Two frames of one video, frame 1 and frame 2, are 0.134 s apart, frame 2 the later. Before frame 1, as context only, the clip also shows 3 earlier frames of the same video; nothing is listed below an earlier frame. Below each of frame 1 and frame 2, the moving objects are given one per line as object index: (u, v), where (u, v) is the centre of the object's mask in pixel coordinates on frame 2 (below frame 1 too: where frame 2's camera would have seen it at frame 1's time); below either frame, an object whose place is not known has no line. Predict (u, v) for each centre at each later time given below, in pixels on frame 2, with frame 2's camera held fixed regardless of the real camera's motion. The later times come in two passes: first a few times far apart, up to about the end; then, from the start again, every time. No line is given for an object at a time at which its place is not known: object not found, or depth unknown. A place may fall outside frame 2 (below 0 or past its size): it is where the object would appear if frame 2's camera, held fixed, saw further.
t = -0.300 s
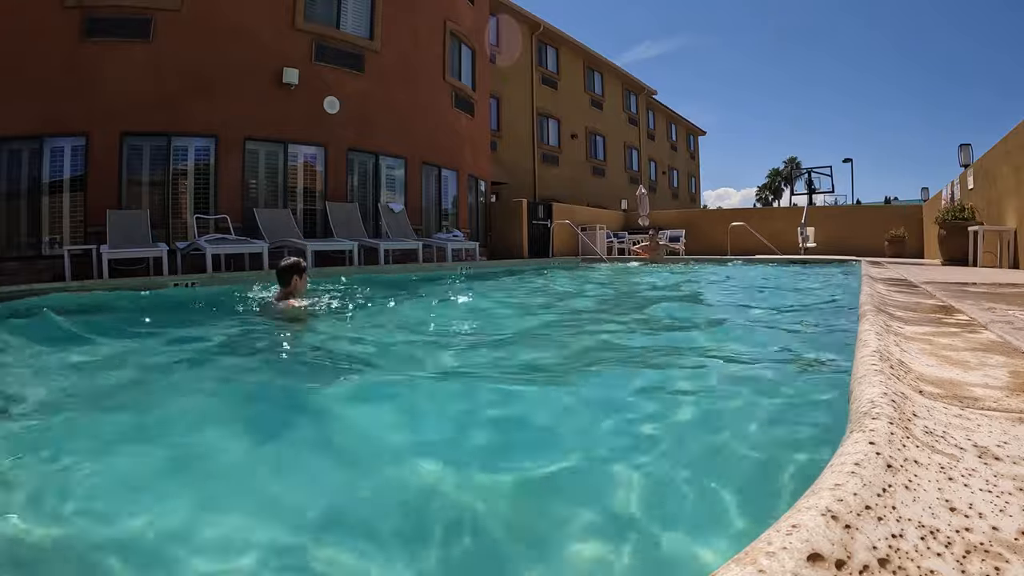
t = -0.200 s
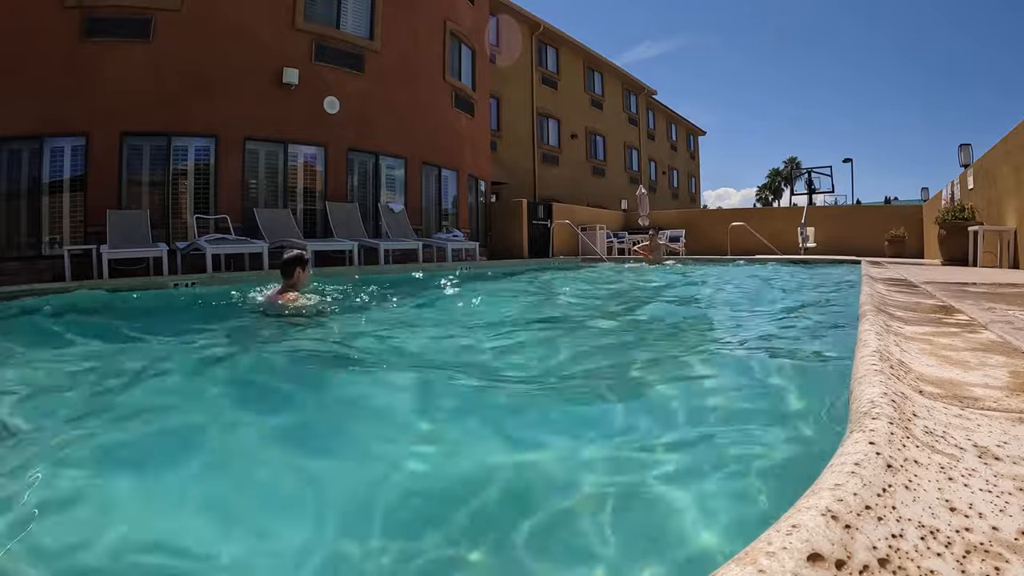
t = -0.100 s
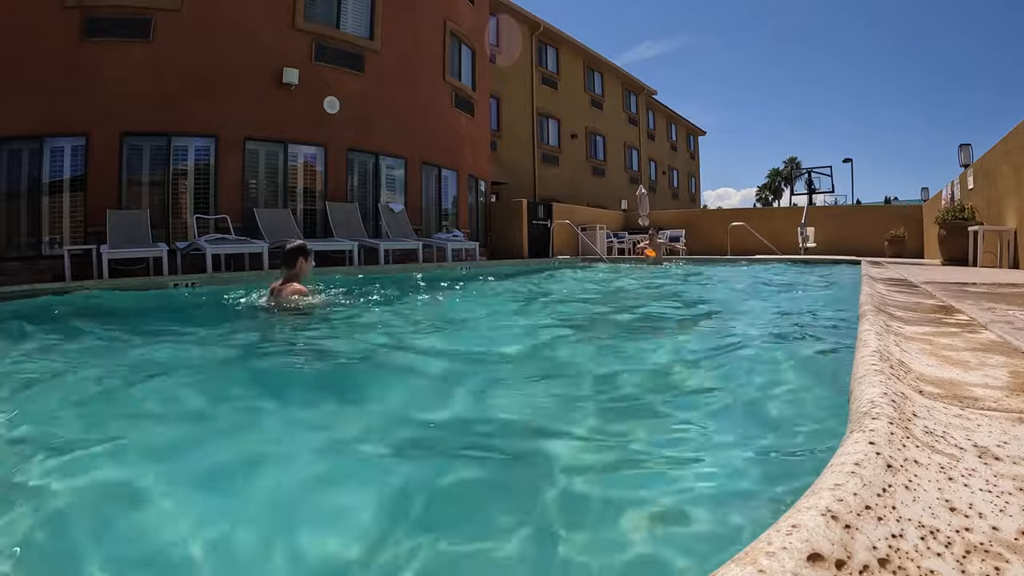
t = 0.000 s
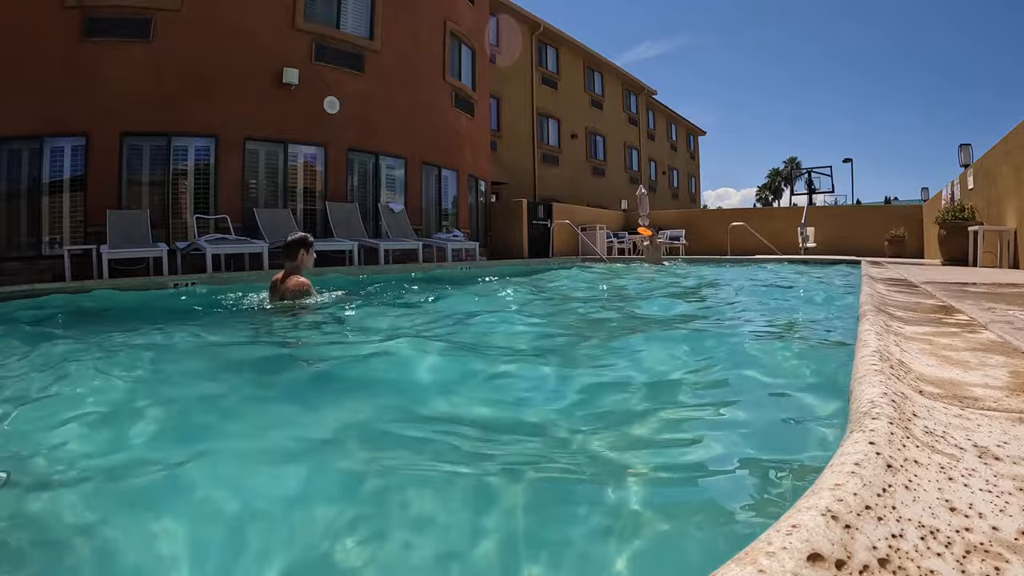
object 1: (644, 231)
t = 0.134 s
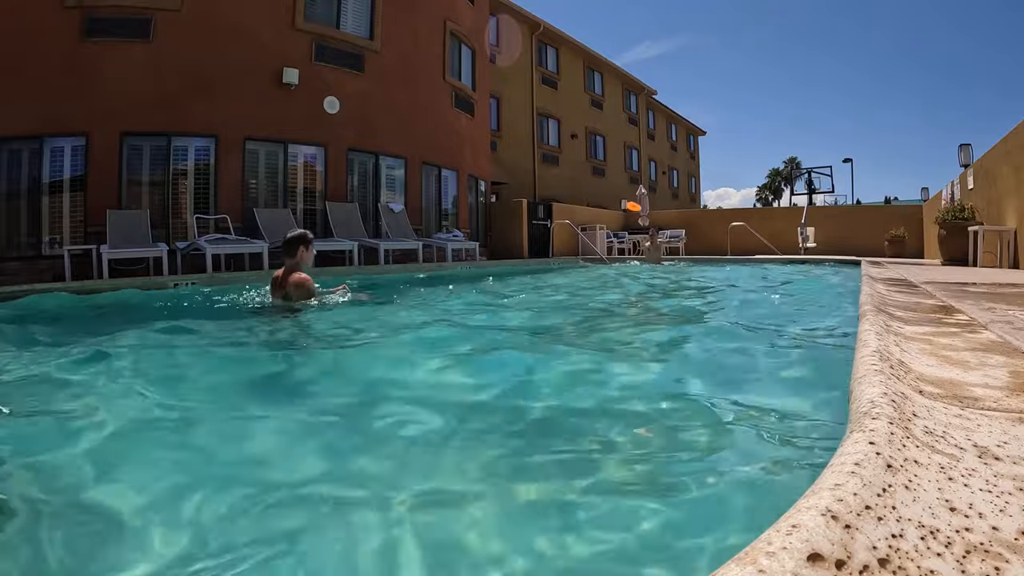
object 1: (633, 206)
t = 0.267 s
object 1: (621, 186)
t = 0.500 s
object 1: (598, 161)
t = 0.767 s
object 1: (574, 151)
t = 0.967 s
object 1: (563, 164)
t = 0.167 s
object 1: (630, 201)
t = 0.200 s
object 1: (628, 196)
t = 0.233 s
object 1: (625, 191)
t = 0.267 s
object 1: (621, 186)
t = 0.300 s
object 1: (618, 182)
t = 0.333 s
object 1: (615, 178)
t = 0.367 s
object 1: (611, 174)
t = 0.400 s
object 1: (608, 170)
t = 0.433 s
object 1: (605, 167)
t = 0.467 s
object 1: (601, 164)
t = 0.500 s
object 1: (598, 161)
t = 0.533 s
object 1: (595, 159)
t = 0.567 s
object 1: (592, 157)
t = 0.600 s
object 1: (588, 155)
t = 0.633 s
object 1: (585, 153)
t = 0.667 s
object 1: (582, 152)
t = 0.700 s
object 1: (579, 151)
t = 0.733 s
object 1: (576, 151)
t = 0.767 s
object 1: (574, 151)
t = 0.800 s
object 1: (571, 151)
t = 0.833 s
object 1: (569, 152)
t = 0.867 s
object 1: (567, 154)
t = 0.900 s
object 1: (565, 157)
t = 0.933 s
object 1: (564, 160)
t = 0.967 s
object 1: (563, 164)
